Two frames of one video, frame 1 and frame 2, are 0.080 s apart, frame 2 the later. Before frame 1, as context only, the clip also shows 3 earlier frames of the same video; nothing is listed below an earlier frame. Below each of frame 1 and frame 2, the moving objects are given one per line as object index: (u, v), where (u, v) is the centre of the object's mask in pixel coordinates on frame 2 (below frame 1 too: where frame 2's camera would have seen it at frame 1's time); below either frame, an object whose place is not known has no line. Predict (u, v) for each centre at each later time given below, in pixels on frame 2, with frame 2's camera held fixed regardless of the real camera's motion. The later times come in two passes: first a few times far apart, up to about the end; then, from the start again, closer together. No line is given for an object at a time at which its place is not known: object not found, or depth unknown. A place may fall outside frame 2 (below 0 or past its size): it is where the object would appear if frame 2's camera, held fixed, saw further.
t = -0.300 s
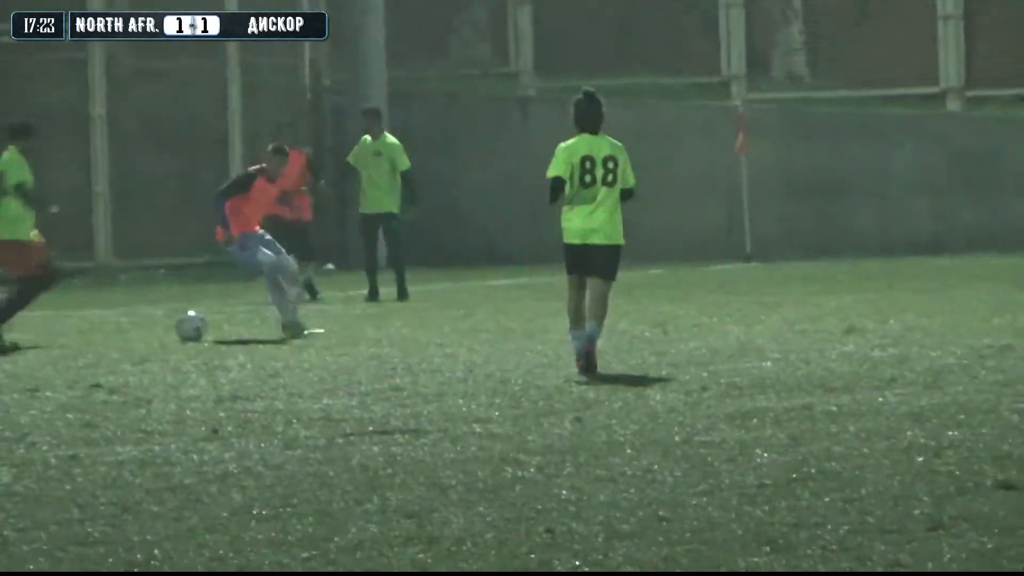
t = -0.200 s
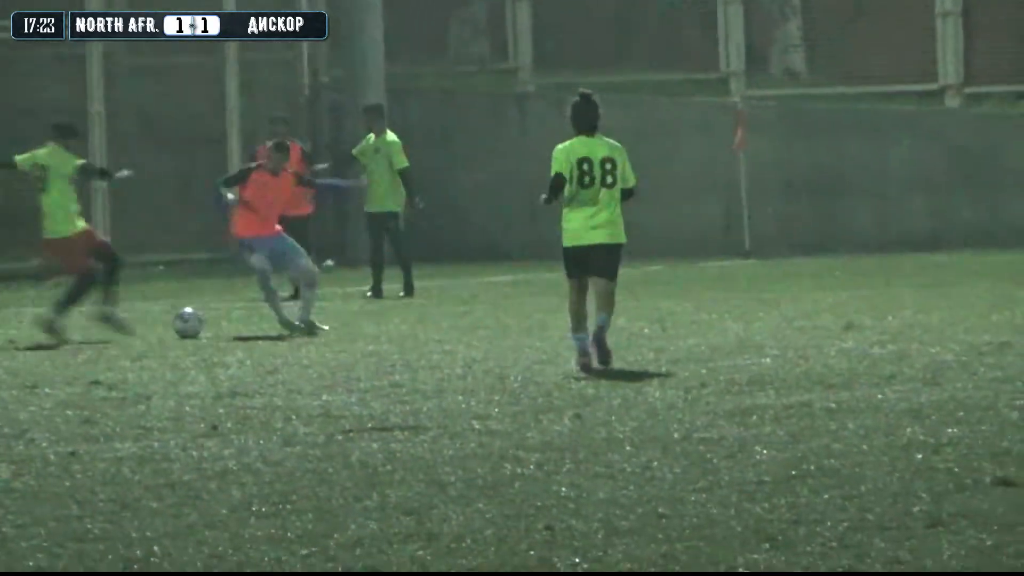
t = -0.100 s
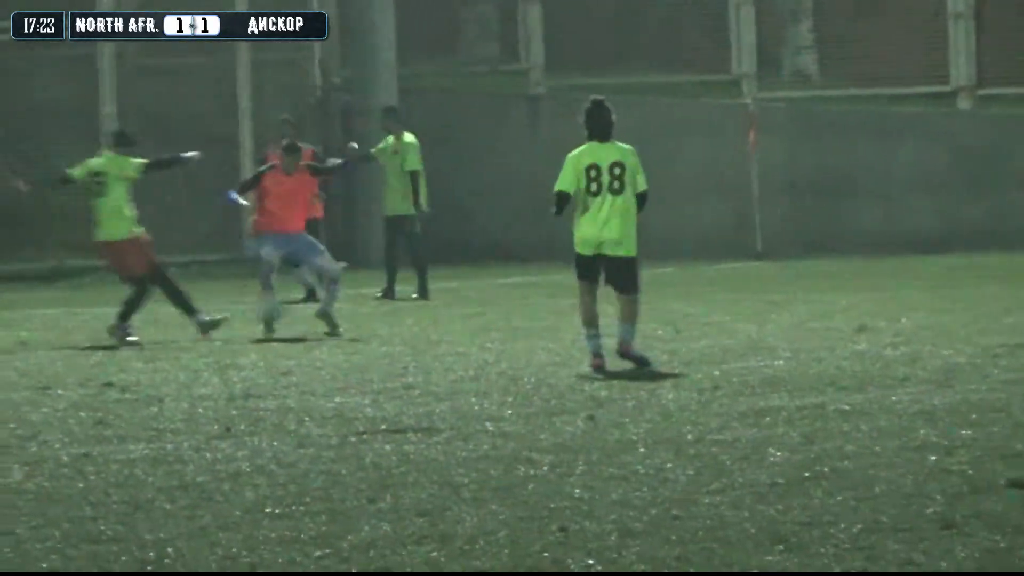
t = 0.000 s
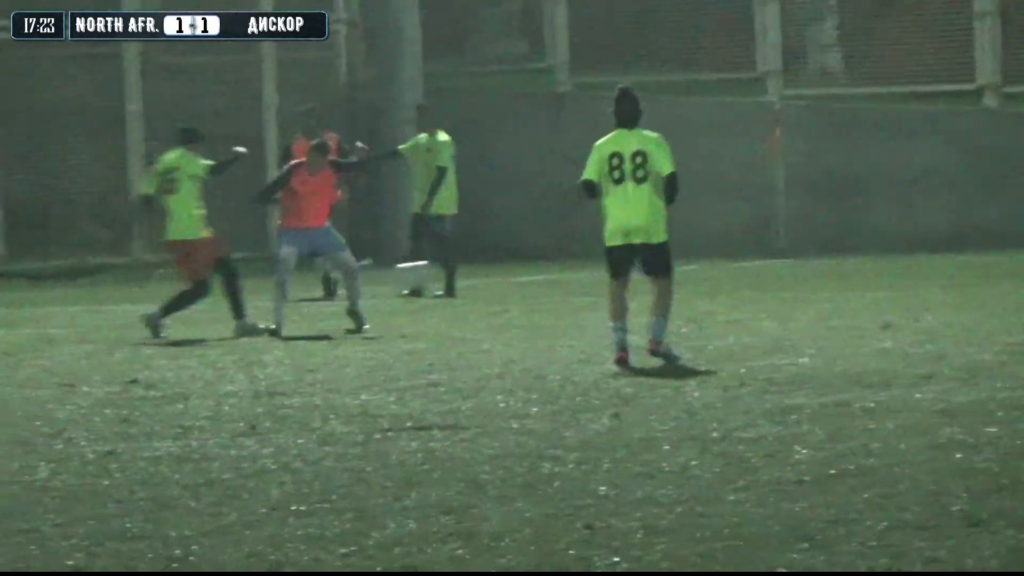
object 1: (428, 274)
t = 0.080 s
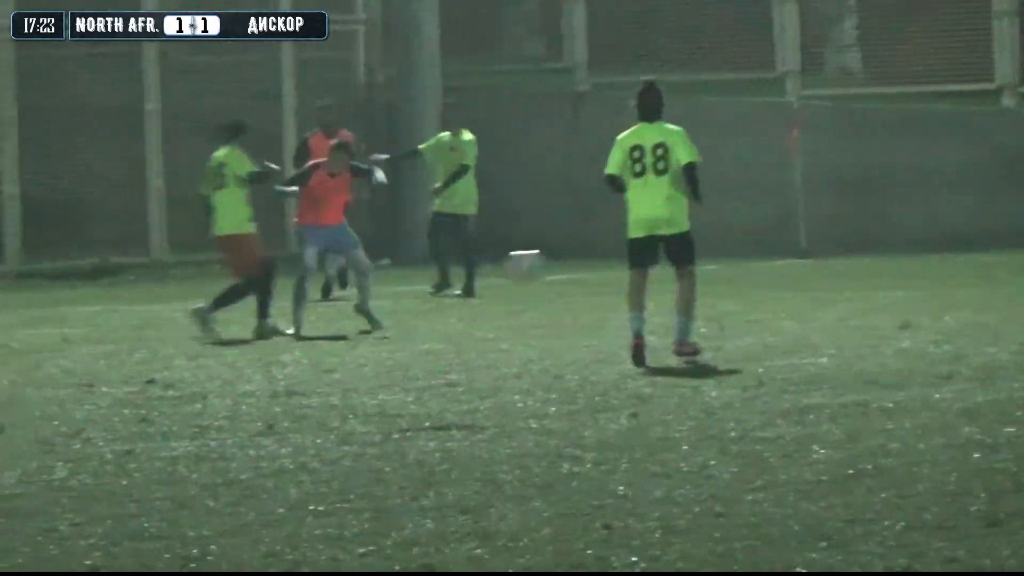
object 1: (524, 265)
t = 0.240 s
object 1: (717, 264)
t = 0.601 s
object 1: (1093, 286)
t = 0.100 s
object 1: (548, 261)
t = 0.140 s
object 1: (596, 257)
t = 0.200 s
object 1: (665, 256)
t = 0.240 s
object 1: (717, 264)
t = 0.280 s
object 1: (768, 268)
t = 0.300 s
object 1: (792, 271)
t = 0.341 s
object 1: (836, 280)
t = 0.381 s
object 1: (884, 289)
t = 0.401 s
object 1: (908, 295)
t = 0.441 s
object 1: (959, 310)
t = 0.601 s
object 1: (1093, 286)
